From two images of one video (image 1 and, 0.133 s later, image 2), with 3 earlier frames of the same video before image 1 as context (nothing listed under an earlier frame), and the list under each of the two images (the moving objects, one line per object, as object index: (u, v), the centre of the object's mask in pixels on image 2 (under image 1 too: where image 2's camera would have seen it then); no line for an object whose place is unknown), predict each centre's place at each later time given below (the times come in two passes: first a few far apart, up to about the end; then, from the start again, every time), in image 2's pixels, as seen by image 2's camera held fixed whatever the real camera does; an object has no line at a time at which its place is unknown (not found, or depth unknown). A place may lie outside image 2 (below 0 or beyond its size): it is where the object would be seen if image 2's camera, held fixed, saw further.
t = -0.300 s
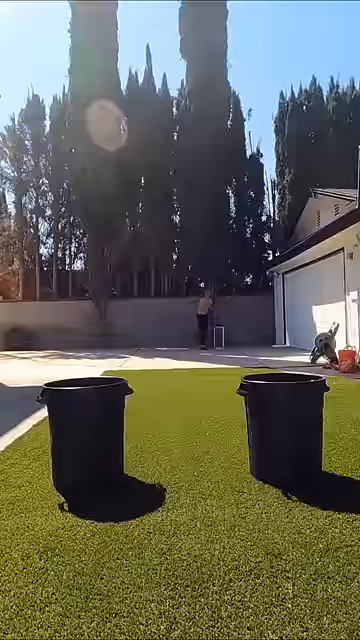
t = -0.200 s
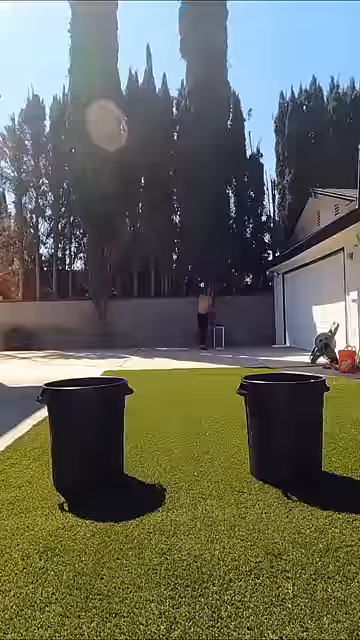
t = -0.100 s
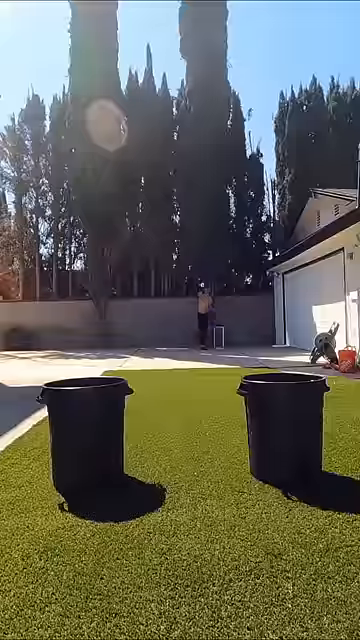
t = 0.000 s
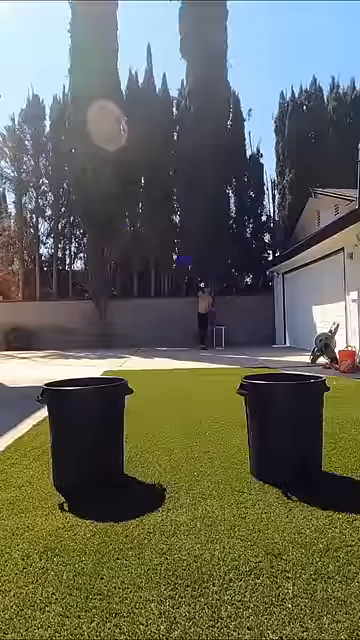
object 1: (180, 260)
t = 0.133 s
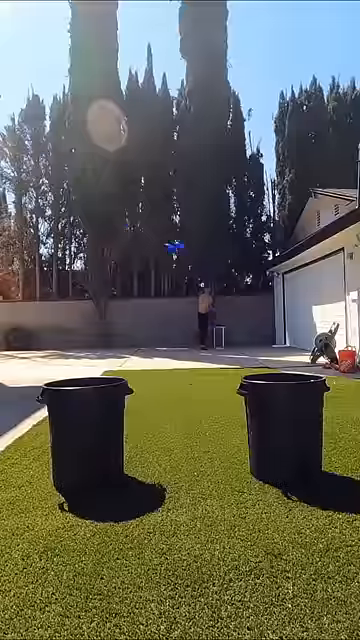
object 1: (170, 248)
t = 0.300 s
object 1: (149, 232)
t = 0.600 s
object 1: (104, 217)
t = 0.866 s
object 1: (67, 216)
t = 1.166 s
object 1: (39, 248)
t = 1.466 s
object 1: (51, 376)
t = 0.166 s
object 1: (165, 243)
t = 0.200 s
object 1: (162, 239)
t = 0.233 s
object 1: (158, 236)
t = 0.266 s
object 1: (154, 234)
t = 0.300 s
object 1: (149, 232)
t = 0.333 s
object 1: (143, 228)
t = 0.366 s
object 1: (139, 227)
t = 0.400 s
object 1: (134, 225)
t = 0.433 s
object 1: (129, 223)
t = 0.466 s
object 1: (125, 222)
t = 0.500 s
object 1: (119, 220)
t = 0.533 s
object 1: (114, 219)
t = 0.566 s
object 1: (109, 218)
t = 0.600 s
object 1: (104, 217)
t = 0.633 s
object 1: (99, 216)
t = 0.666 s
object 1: (94, 216)
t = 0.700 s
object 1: (90, 216)
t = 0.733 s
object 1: (85, 215)
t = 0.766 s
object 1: (80, 215)
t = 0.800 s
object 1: (75, 215)
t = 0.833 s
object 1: (71, 216)
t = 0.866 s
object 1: (67, 216)
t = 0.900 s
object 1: (62, 217)
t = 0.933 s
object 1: (59, 219)
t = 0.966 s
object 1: (56, 222)
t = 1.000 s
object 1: (51, 224)
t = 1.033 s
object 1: (48, 228)
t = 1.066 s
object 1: (44, 232)
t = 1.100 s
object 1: (43, 237)
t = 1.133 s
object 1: (42, 242)
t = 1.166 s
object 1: (39, 248)
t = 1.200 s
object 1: (36, 255)
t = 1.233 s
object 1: (36, 264)
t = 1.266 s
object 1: (35, 274)
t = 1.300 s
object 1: (37, 287)
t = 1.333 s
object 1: (40, 302)
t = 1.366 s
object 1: (42, 319)
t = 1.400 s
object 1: (44, 335)
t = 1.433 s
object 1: (49, 356)
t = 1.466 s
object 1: (51, 376)
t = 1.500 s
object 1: (65, 383)
